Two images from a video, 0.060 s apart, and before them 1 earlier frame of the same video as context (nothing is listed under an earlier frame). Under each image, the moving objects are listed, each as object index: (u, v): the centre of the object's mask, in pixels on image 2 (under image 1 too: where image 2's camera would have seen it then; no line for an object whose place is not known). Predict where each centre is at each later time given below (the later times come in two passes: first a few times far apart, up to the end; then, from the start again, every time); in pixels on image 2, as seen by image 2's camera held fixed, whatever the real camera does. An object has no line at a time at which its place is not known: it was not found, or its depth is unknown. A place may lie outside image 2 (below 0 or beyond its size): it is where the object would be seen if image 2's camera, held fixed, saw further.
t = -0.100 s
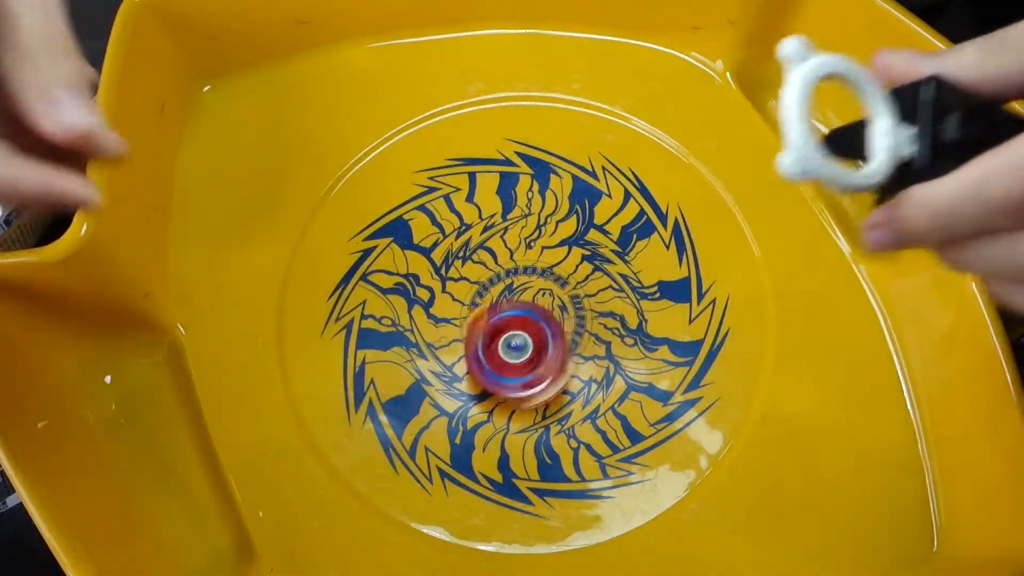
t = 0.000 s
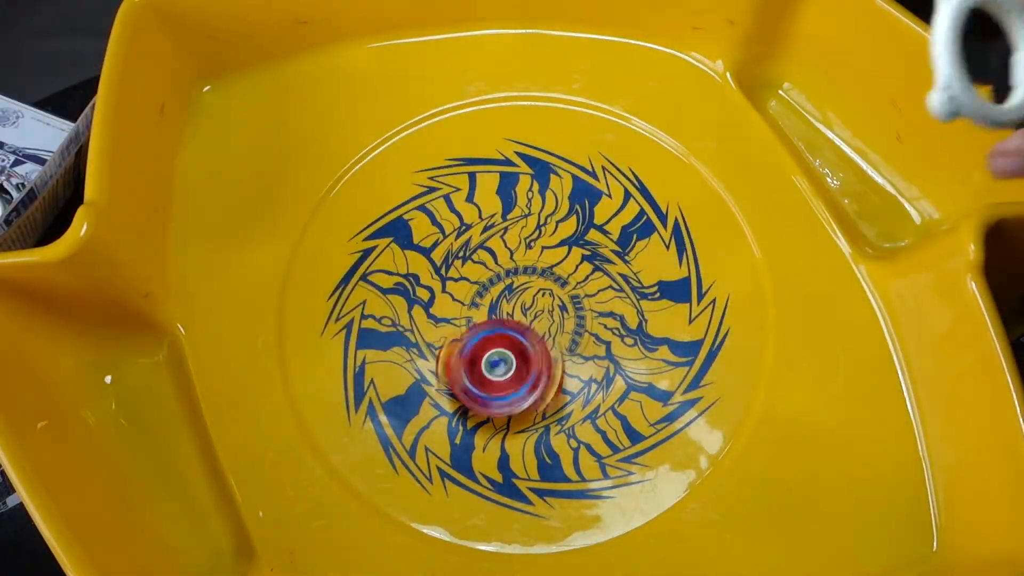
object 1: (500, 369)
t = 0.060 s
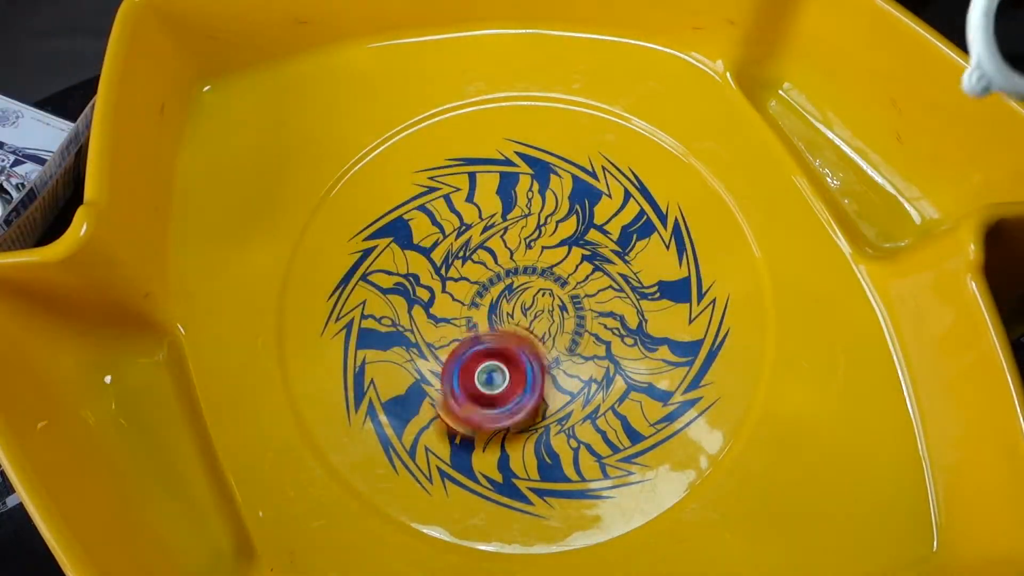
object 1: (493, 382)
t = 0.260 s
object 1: (512, 413)
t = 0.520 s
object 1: (525, 362)
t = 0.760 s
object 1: (486, 319)
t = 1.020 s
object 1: (446, 313)
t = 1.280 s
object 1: (459, 330)
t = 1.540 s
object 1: (517, 325)
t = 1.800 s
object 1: (557, 282)
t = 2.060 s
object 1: (538, 245)
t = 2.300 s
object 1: (515, 281)
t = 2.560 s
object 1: (545, 324)
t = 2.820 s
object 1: (592, 322)
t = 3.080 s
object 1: (570, 303)
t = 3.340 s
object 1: (525, 323)
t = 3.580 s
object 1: (513, 372)
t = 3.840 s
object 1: (548, 377)
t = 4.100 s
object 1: (525, 342)
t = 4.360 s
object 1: (484, 356)
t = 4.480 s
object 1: (489, 369)
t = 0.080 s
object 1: (494, 389)
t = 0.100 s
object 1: (492, 391)
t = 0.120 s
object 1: (492, 398)
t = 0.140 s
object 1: (493, 399)
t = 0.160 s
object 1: (493, 407)
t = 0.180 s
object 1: (498, 407)
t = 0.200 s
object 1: (499, 412)
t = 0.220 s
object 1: (506, 413)
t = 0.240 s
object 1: (505, 414)
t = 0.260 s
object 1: (512, 413)
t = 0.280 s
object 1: (514, 411)
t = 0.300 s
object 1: (520, 414)
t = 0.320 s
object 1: (521, 408)
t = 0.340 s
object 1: (525, 407)
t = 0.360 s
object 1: (528, 399)
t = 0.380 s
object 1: (530, 399)
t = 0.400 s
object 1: (532, 391)
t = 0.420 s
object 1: (531, 388)
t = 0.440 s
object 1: (533, 380)
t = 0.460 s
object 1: (529, 378)
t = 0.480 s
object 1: (530, 371)
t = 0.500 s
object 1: (526, 365)
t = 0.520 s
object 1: (525, 362)
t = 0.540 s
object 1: (521, 356)
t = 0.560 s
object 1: (520, 354)
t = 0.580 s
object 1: (516, 346)
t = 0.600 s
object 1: (514, 346)
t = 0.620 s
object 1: (511, 340)
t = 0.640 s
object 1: (507, 337)
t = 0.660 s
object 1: (505, 332)
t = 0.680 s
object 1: (501, 332)
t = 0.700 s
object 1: (498, 327)
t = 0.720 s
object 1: (493, 323)
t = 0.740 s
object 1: (492, 321)
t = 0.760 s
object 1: (486, 319)
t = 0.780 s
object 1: (483, 316)
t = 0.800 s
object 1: (478, 313)
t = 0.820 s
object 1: (476, 314)
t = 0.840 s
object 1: (470, 311)
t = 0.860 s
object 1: (466, 312)
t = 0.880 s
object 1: (463, 309)
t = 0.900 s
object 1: (458, 312)
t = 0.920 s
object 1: (455, 309)
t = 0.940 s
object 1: (451, 312)
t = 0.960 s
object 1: (451, 310)
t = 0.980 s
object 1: (448, 312)
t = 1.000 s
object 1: (448, 311)
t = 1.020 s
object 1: (446, 313)
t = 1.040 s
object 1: (447, 314)
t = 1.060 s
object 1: (445, 314)
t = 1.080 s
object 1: (446, 316)
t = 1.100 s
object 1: (445, 315)
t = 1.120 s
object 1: (447, 320)
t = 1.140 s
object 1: (447, 319)
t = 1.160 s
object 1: (448, 322)
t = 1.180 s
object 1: (450, 321)
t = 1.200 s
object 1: (451, 325)
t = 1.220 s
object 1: (454, 324)
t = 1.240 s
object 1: (454, 328)
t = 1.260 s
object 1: (458, 326)
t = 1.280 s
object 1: (459, 330)
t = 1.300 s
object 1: (463, 328)
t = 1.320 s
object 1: (465, 332)
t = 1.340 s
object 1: (471, 330)
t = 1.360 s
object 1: (473, 333)
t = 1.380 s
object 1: (478, 332)
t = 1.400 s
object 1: (482, 333)
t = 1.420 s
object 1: (488, 332)
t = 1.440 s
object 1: (492, 333)
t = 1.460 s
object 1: (498, 331)
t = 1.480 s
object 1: (502, 329)
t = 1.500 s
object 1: (508, 328)
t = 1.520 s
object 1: (511, 326)
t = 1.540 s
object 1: (517, 325)
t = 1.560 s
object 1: (519, 321)
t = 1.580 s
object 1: (526, 321)
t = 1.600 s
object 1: (529, 317)
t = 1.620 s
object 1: (533, 316)
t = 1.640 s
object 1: (535, 311)
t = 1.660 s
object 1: (541, 310)
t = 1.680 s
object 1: (542, 305)
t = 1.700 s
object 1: (545, 303)
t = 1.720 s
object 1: (548, 297)
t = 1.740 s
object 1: (553, 295)
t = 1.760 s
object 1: (554, 290)
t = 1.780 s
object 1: (556, 288)
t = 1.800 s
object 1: (557, 282)
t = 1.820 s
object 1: (558, 280)
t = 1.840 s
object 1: (559, 274)
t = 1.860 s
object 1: (560, 272)
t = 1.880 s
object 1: (561, 265)
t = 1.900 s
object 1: (560, 264)
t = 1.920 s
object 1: (559, 258)
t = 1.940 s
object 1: (558, 257)
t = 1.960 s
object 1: (555, 251)
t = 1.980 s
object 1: (552, 250)
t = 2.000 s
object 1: (549, 246)
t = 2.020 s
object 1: (545, 246)
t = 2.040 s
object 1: (542, 244)
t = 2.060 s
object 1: (538, 245)
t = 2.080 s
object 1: (534, 244)
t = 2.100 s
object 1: (530, 248)
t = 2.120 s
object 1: (527, 248)
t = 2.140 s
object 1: (524, 251)
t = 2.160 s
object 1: (522, 251)
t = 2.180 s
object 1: (519, 256)
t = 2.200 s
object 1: (519, 257)
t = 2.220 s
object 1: (517, 263)
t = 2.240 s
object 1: (516, 266)
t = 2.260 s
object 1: (514, 272)
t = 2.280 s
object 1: (515, 273)
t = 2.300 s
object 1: (515, 281)
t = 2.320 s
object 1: (516, 282)
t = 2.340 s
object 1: (516, 288)
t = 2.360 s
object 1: (518, 290)
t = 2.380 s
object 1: (519, 299)
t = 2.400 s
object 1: (523, 300)
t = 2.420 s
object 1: (523, 305)
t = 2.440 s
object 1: (527, 306)
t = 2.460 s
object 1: (530, 314)
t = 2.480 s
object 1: (533, 315)
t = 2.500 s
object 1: (535, 319)
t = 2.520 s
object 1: (539, 319)
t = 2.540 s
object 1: (542, 324)
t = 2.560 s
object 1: (545, 324)
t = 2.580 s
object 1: (549, 328)
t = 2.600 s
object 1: (553, 327)
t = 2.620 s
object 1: (558, 332)
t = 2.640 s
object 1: (562, 331)
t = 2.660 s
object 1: (566, 334)
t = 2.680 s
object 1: (569, 332)
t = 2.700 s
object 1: (574, 334)
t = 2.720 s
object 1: (577, 330)
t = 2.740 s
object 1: (582, 332)
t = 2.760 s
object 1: (585, 327)
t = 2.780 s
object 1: (589, 328)
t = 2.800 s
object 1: (589, 323)
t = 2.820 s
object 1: (592, 322)
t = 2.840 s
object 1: (590, 318)
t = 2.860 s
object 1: (593, 316)
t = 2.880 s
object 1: (591, 314)
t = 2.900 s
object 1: (591, 313)
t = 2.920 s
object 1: (588, 311)
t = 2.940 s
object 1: (589, 309)
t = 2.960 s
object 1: (586, 308)
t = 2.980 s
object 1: (585, 307)
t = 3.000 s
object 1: (582, 306)
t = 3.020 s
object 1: (582, 305)
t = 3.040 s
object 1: (576, 305)
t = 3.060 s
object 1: (574, 303)
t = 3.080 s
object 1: (570, 303)
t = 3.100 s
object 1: (569, 302)
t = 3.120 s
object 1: (564, 304)
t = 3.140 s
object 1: (561, 302)
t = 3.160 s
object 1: (555, 306)
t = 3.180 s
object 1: (553, 304)
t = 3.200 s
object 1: (549, 309)
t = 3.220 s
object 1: (545, 307)
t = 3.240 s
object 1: (541, 311)
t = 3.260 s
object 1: (538, 312)
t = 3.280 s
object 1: (535, 317)
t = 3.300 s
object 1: (530, 318)
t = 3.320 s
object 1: (528, 322)
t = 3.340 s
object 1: (525, 323)
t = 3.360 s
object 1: (524, 328)
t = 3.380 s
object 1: (520, 331)
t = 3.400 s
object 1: (519, 335)
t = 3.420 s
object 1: (516, 337)
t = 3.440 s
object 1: (516, 342)
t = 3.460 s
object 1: (513, 347)
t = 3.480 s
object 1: (513, 351)
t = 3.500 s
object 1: (511, 355)
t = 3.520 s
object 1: (513, 358)
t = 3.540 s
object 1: (511, 365)
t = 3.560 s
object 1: (513, 367)
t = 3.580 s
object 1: (513, 372)
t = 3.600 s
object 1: (516, 374)
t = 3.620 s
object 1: (518, 381)
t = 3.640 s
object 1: (520, 381)
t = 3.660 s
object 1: (523, 385)
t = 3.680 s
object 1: (526, 385)
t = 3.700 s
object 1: (531, 387)
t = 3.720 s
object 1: (532, 387)
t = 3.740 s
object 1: (537, 387)
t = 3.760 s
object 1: (539, 385)
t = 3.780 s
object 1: (545, 384)
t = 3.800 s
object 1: (544, 383)
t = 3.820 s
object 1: (548, 379)
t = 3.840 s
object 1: (548, 377)
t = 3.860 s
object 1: (551, 373)
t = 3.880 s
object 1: (550, 373)
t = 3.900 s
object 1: (550, 367)
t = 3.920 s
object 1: (549, 365)
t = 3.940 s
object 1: (547, 359)
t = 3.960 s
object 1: (546, 358)
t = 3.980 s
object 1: (542, 355)
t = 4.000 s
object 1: (541, 351)
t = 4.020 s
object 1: (537, 350)
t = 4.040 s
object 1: (537, 347)
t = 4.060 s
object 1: (531, 347)
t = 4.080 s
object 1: (530, 342)
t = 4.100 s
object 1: (525, 342)
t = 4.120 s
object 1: (522, 339)
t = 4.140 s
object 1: (520, 342)
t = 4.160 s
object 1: (514, 338)
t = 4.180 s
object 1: (510, 340)
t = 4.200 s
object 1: (505, 339)
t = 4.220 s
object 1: (504, 342)
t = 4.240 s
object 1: (498, 342)
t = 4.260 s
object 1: (495, 343)
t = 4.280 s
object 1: (491, 346)
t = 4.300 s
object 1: (490, 347)
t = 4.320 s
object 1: (486, 352)
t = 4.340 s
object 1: (485, 352)
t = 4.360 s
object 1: (484, 356)
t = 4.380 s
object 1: (483, 357)
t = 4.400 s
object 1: (484, 361)
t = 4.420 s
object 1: (483, 364)
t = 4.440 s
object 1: (485, 366)
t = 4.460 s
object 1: (485, 369)
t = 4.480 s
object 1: (489, 369)
